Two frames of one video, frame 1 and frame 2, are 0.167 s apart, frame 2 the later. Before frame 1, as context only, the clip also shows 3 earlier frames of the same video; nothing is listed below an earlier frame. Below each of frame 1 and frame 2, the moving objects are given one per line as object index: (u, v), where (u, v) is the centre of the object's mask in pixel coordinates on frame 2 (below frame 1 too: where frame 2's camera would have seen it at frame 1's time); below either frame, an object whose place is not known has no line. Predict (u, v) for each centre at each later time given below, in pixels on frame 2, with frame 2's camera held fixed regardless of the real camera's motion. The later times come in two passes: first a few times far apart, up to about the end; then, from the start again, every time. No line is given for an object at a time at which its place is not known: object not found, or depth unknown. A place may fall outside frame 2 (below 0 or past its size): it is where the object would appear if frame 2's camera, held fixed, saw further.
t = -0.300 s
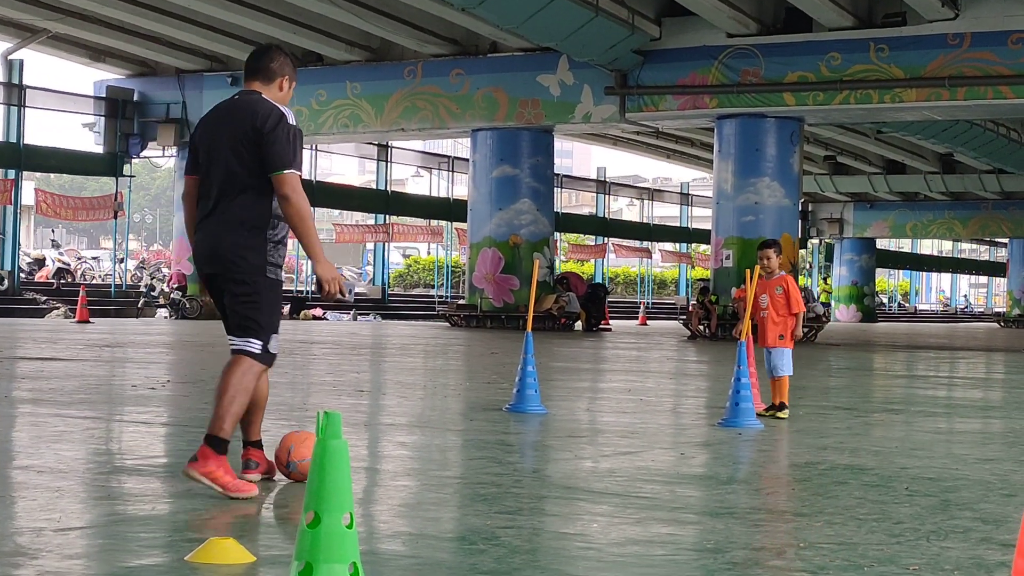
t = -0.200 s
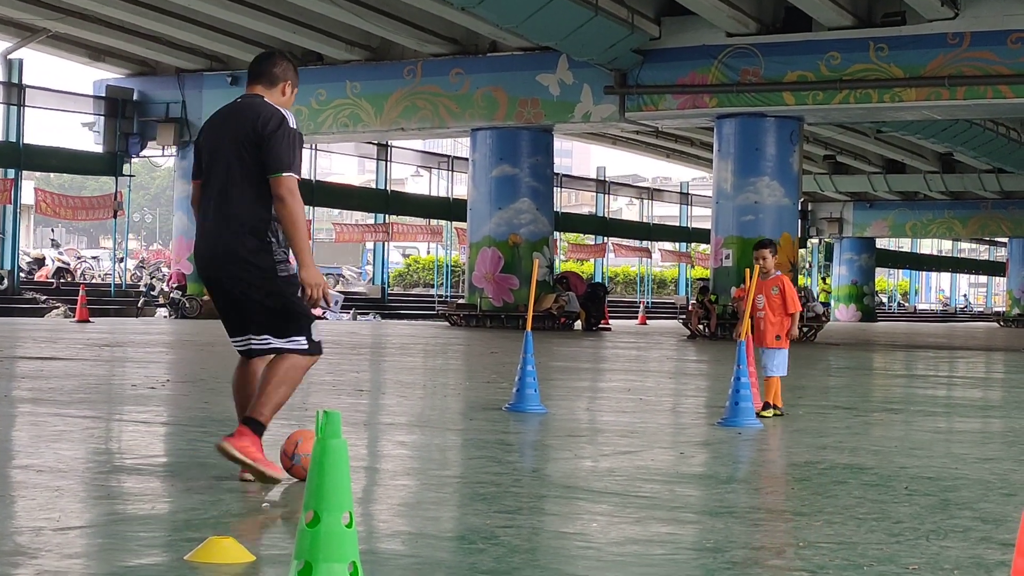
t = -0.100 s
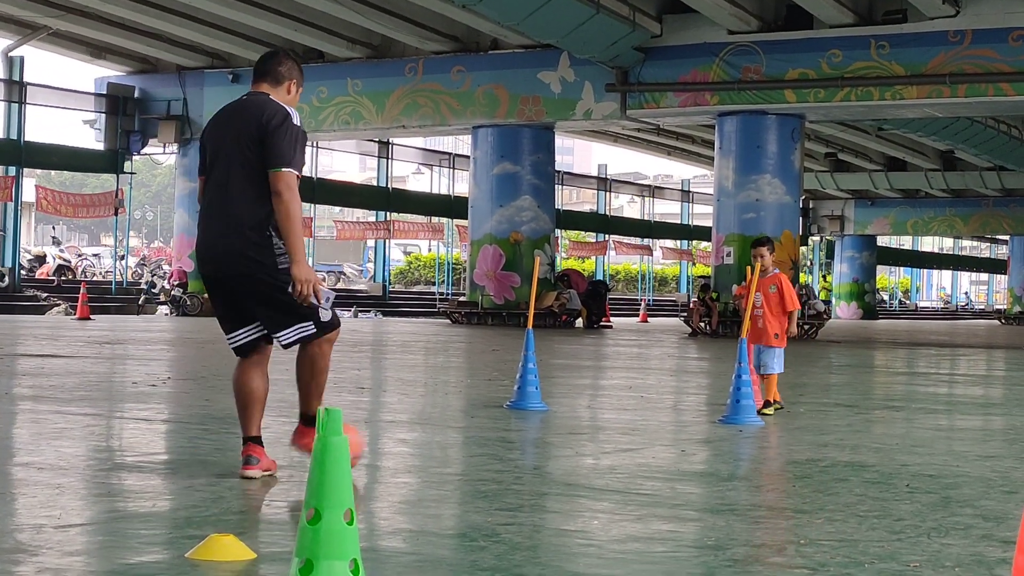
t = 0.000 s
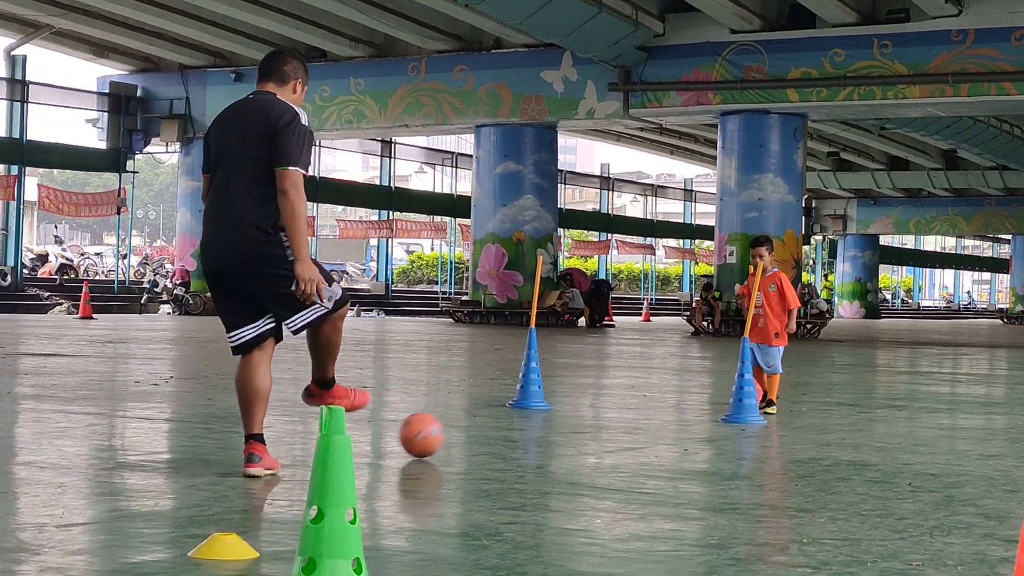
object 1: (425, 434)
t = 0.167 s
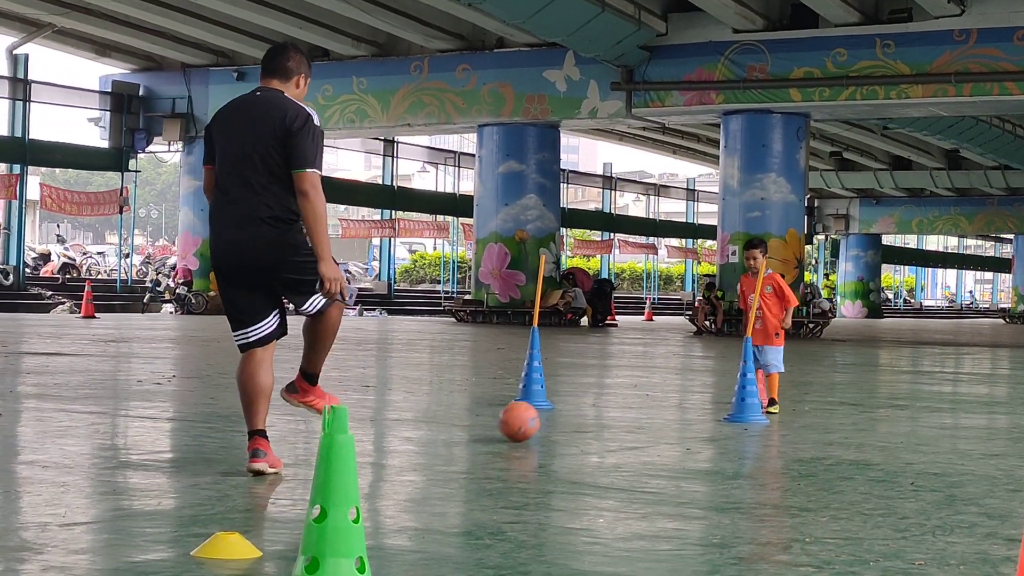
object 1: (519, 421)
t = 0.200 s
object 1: (534, 419)
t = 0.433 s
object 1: (616, 409)
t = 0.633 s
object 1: (671, 402)
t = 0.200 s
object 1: (534, 419)
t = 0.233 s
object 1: (548, 417)
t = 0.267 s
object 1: (561, 415)
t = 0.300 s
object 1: (574, 415)
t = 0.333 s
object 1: (585, 413)
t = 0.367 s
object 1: (596, 411)
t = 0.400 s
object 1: (606, 409)
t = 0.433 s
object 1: (616, 409)
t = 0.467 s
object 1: (627, 407)
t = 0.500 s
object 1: (636, 407)
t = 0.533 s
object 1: (645, 405)
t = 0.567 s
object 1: (654, 405)
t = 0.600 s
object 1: (663, 403)
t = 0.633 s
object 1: (671, 402)
